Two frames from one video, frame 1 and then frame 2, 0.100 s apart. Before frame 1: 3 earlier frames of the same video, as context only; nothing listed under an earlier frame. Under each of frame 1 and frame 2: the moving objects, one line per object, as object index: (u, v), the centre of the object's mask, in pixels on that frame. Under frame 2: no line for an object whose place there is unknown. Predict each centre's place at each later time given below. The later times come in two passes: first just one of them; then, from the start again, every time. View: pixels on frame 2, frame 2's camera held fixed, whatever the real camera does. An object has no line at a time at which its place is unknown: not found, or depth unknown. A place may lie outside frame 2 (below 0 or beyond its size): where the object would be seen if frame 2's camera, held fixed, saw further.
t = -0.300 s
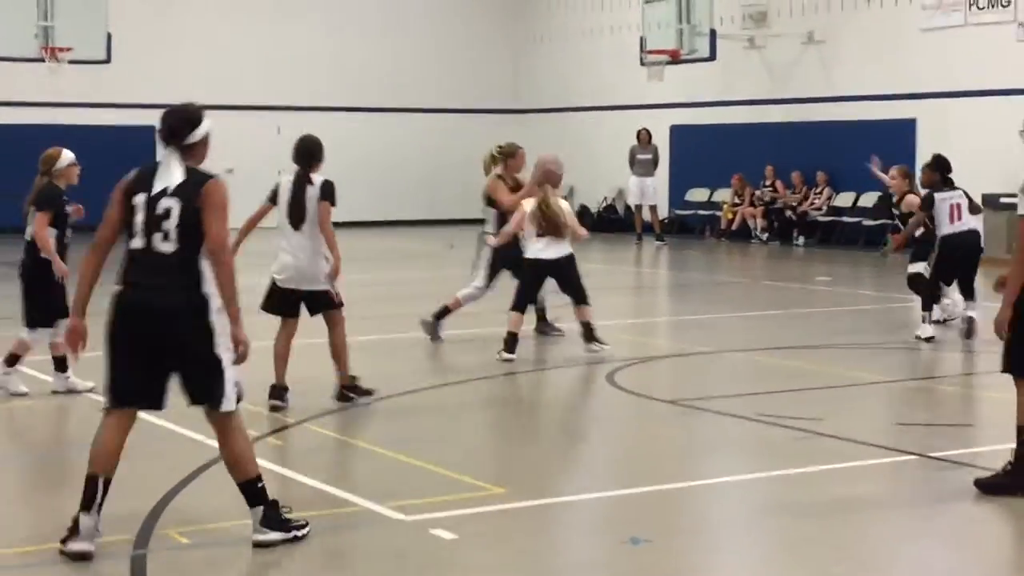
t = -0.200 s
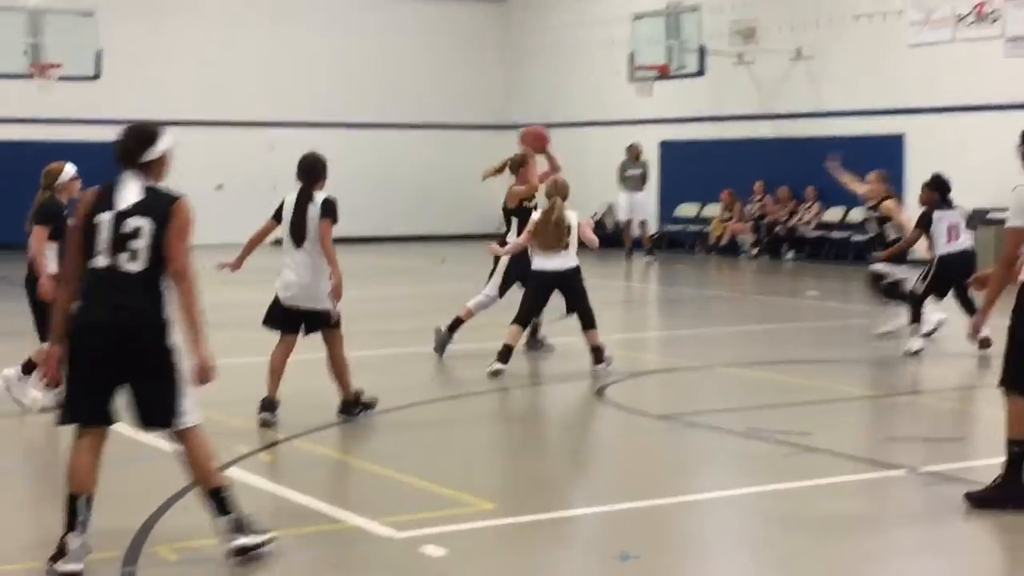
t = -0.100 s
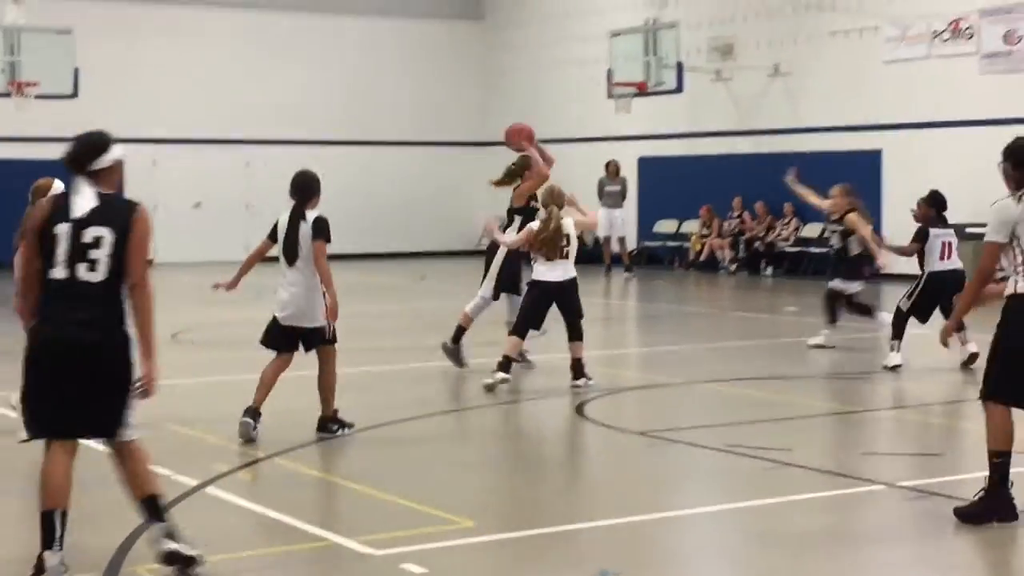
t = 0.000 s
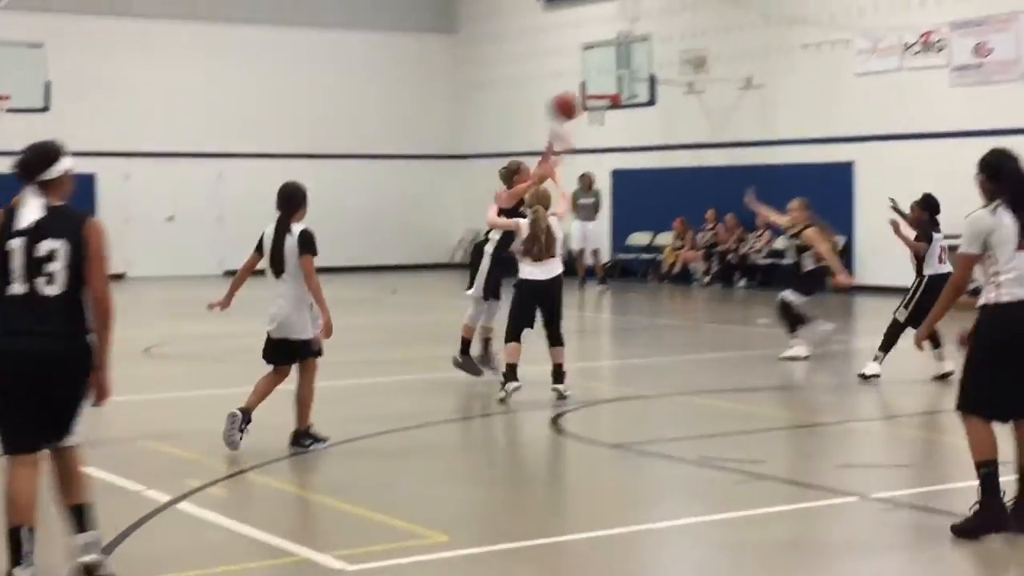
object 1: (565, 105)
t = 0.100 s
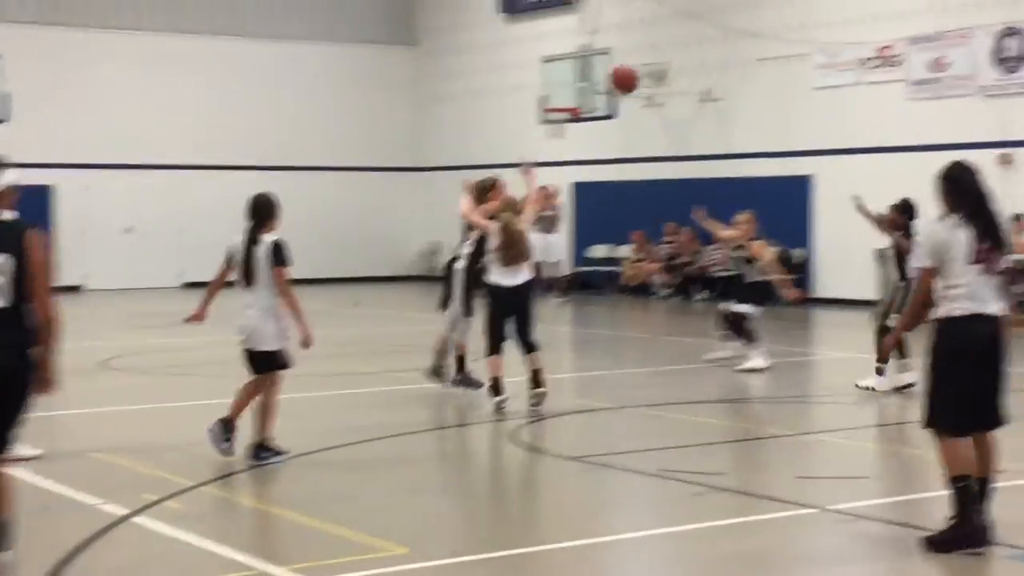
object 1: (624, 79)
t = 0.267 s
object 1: (773, 42)
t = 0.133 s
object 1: (654, 69)
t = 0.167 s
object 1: (686, 60)
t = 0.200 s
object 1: (715, 52)
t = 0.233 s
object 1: (744, 46)
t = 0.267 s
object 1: (773, 42)
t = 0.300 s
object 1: (802, 39)
